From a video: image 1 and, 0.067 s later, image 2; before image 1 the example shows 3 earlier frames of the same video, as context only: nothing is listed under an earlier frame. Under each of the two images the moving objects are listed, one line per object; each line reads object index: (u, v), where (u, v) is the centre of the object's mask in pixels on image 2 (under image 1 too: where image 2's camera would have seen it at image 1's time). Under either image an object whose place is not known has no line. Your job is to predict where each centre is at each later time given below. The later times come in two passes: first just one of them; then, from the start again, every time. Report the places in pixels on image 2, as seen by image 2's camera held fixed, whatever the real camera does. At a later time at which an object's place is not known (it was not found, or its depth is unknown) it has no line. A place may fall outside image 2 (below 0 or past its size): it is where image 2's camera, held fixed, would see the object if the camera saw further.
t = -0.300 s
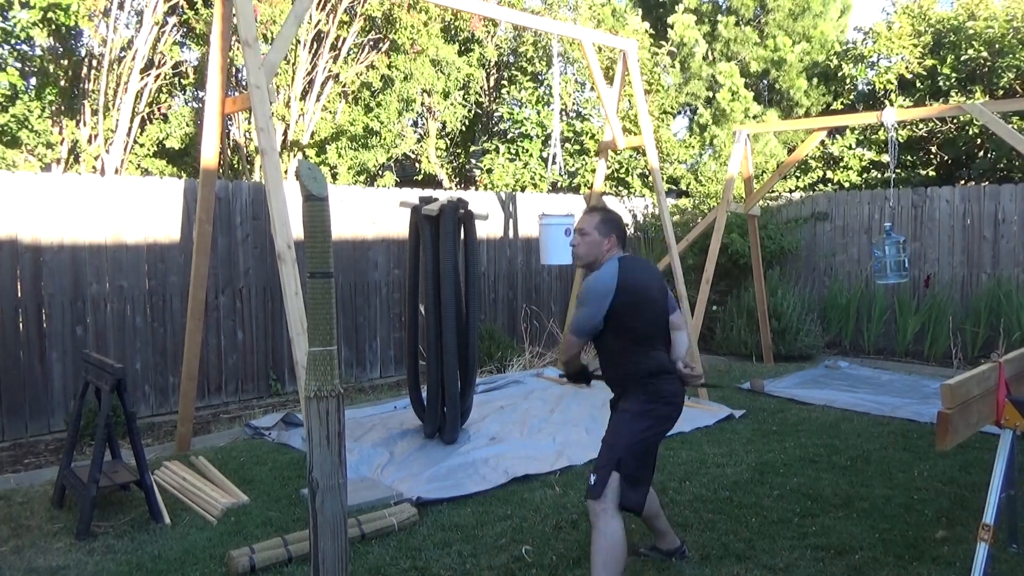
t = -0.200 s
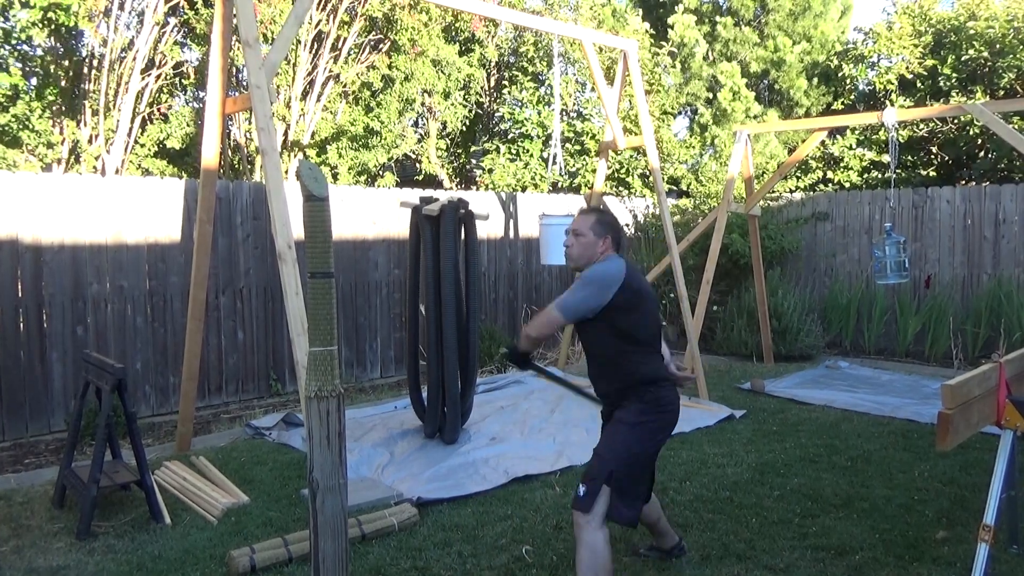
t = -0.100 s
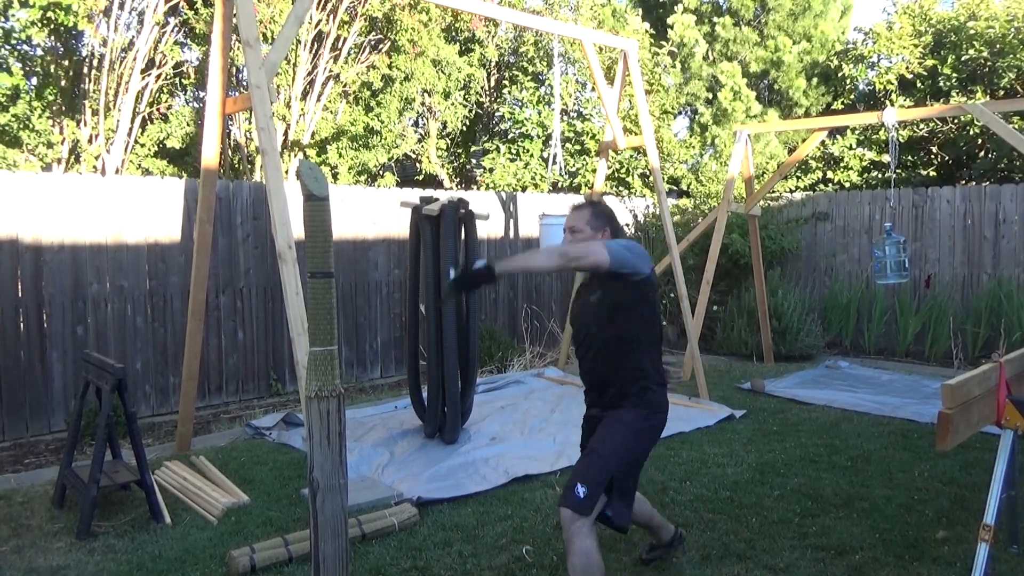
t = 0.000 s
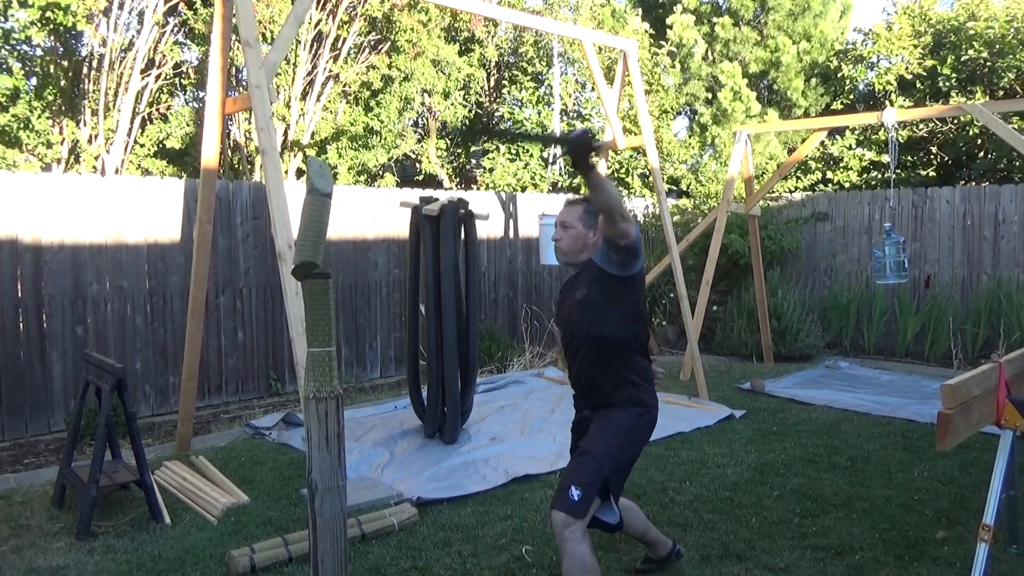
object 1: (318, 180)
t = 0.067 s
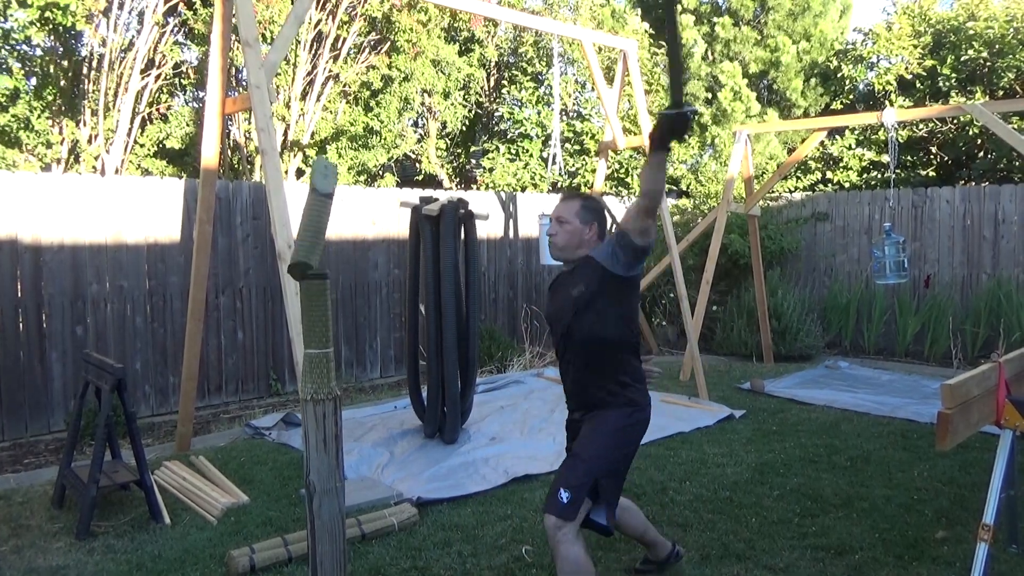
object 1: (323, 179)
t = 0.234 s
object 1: (342, 185)
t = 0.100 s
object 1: (326, 180)
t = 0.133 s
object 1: (329, 180)
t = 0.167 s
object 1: (332, 181)
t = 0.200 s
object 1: (336, 182)
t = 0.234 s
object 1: (342, 185)
